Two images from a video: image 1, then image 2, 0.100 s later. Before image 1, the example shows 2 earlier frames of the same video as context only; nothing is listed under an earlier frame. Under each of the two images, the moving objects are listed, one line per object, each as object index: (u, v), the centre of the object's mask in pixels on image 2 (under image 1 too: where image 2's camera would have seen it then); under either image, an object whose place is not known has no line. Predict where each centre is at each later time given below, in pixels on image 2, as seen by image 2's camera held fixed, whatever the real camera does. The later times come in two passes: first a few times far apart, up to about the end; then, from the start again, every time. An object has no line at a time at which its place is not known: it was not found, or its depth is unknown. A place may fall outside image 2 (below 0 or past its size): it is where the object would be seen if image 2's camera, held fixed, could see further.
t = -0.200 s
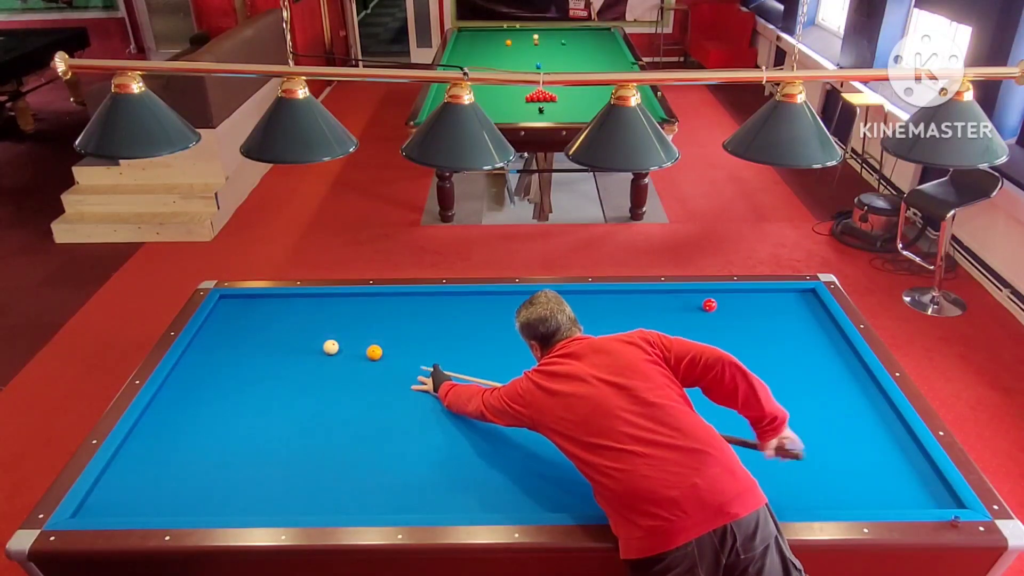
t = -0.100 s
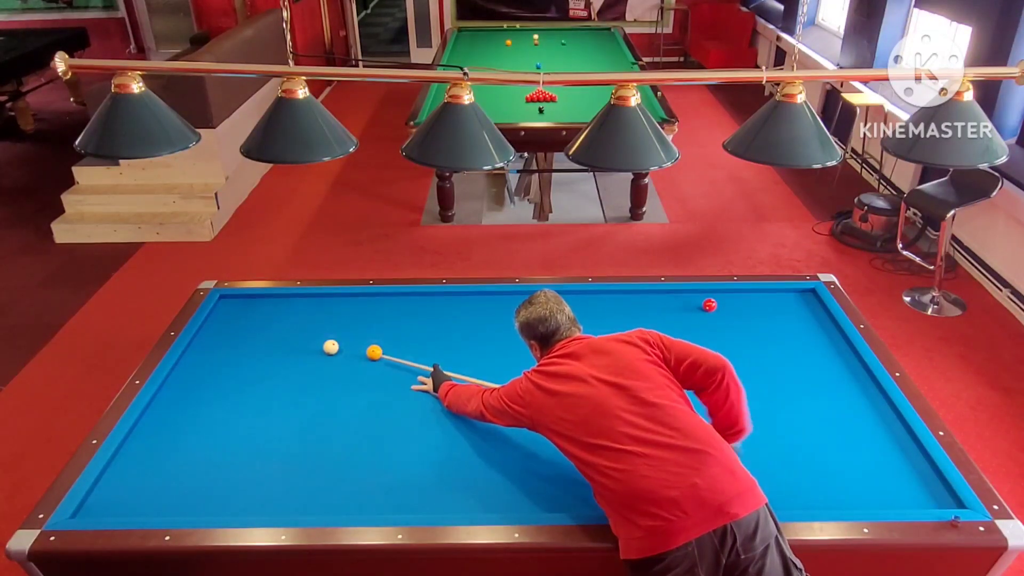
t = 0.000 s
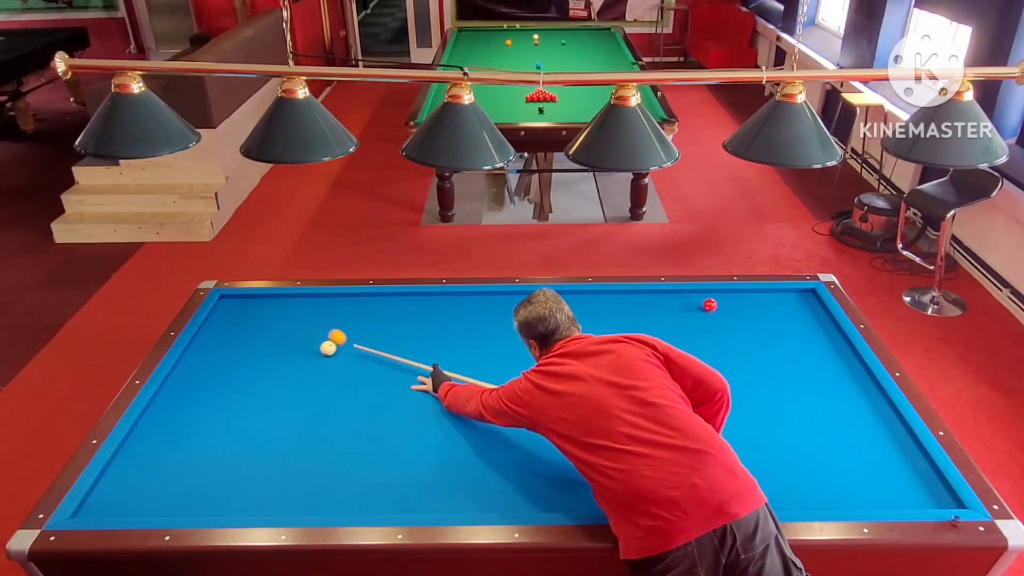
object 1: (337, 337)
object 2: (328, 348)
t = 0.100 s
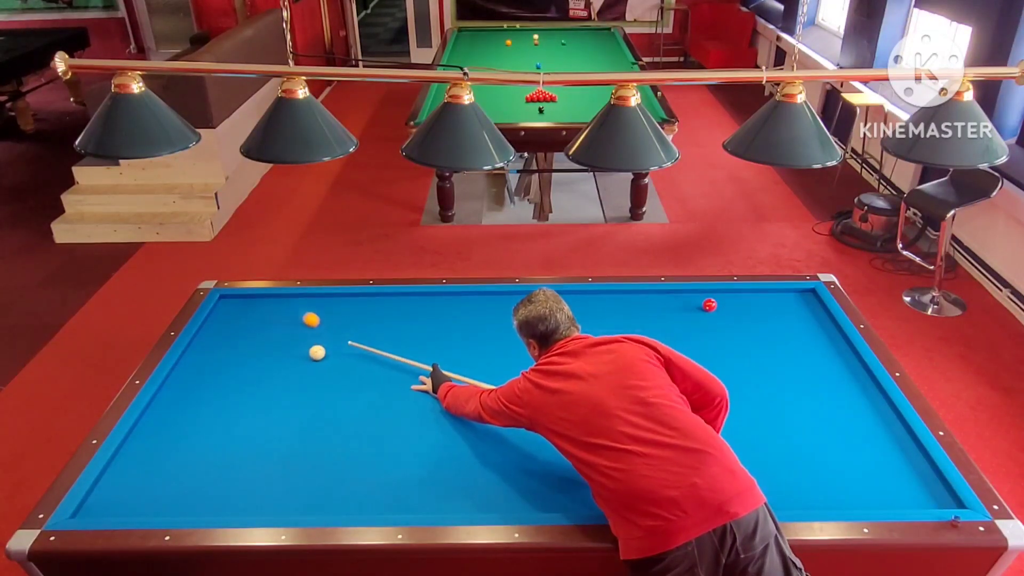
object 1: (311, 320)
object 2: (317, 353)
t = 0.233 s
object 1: (281, 301)
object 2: (304, 358)
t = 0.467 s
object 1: (217, 317)
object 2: (281, 367)
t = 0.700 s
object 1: (251, 342)
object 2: (258, 377)
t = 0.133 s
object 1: (303, 315)
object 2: (314, 354)
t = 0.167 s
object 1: (296, 310)
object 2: (311, 356)
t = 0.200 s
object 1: (288, 305)
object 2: (307, 357)
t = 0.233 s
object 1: (281, 301)
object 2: (304, 358)
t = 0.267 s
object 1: (274, 297)
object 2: (301, 359)
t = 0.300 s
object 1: (262, 300)
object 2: (298, 361)
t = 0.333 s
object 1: (250, 304)
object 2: (294, 362)
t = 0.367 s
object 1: (238, 307)
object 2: (291, 363)
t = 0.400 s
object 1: (226, 311)
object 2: (288, 365)
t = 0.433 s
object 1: (215, 314)
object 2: (284, 366)
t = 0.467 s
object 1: (217, 317)
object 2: (281, 367)
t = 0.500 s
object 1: (223, 321)
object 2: (278, 369)
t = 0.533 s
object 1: (228, 324)
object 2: (274, 370)
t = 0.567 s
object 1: (233, 328)
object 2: (271, 371)
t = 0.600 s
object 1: (238, 331)
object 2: (268, 373)
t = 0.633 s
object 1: (243, 335)
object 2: (265, 374)
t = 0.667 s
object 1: (247, 338)
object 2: (261, 375)
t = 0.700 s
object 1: (251, 342)
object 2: (258, 377)
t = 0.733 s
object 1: (254, 346)
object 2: (255, 378)
